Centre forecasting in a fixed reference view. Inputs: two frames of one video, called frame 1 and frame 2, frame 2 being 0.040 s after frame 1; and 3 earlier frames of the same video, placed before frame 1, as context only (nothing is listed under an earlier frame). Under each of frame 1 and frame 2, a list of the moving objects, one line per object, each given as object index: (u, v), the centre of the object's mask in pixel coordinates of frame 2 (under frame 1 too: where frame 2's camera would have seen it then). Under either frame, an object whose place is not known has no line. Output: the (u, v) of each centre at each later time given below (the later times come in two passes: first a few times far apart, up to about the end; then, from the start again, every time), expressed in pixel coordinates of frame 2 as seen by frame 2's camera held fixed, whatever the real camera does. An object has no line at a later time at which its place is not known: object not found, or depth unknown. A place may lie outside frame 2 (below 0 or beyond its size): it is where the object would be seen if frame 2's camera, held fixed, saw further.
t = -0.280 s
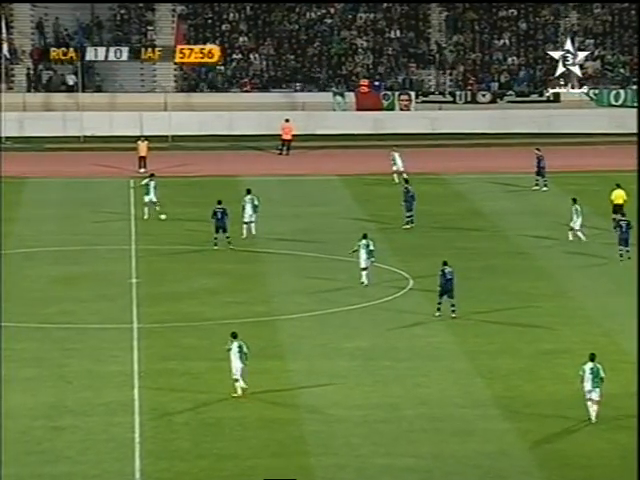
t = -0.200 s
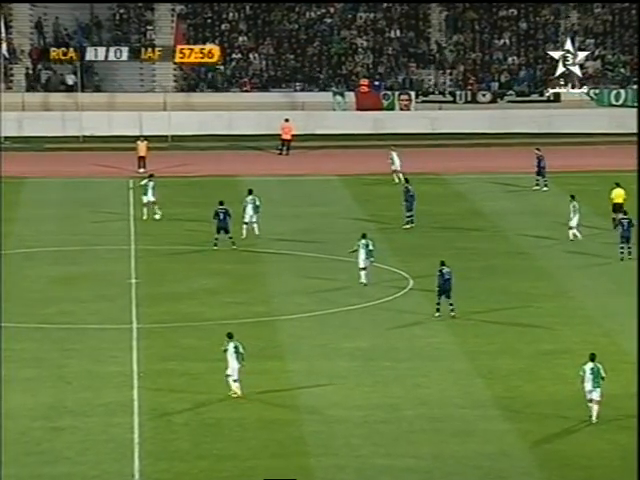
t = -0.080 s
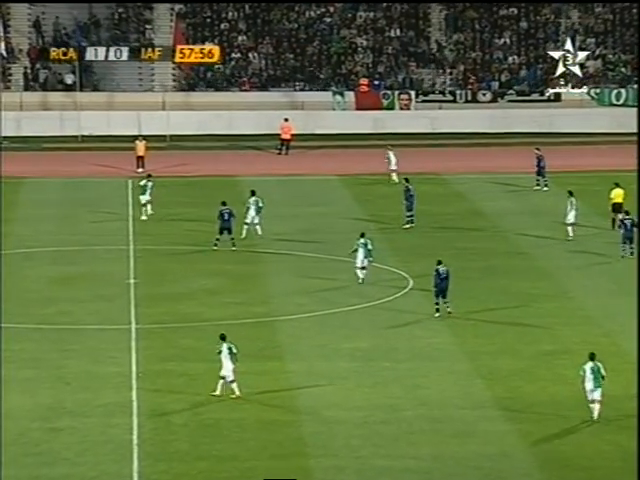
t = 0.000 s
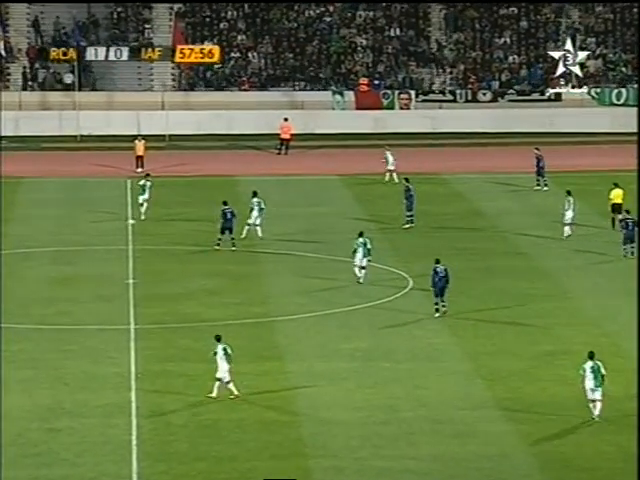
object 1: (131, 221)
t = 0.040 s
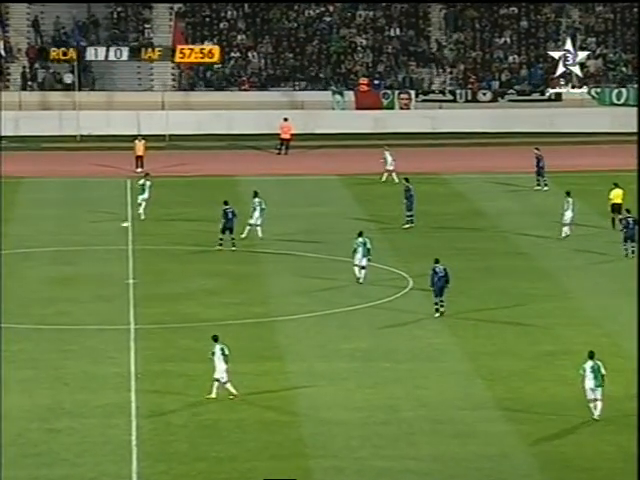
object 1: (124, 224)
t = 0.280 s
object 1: (89, 234)
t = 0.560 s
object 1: (52, 243)
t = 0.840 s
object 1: (20, 256)
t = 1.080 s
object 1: (-5, 262)
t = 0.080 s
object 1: (118, 227)
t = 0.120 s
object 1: (112, 230)
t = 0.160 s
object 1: (107, 230)
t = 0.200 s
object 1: (101, 231)
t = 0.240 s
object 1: (96, 232)
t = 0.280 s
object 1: (89, 234)
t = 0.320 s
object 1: (83, 236)
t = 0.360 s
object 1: (78, 239)
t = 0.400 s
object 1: (72, 243)
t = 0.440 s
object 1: (67, 243)
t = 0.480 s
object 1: (62, 242)
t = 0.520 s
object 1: (57, 243)
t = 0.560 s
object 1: (52, 243)
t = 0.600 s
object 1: (47, 244)
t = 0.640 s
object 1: (42, 246)
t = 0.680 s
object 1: (38, 249)
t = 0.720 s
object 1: (33, 253)
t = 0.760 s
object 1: (28, 256)
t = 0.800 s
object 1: (24, 257)
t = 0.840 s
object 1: (20, 256)
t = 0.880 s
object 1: (16, 256)
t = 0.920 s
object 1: (11, 256)
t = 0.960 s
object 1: (7, 257)
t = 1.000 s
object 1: (3, 258)
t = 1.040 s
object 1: (-1, 260)
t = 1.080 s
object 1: (-5, 262)
